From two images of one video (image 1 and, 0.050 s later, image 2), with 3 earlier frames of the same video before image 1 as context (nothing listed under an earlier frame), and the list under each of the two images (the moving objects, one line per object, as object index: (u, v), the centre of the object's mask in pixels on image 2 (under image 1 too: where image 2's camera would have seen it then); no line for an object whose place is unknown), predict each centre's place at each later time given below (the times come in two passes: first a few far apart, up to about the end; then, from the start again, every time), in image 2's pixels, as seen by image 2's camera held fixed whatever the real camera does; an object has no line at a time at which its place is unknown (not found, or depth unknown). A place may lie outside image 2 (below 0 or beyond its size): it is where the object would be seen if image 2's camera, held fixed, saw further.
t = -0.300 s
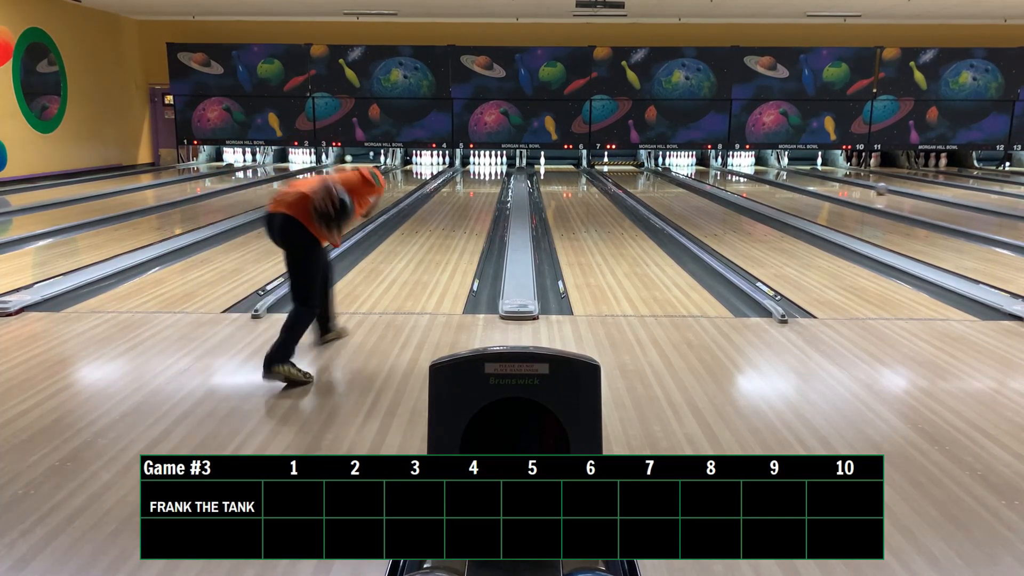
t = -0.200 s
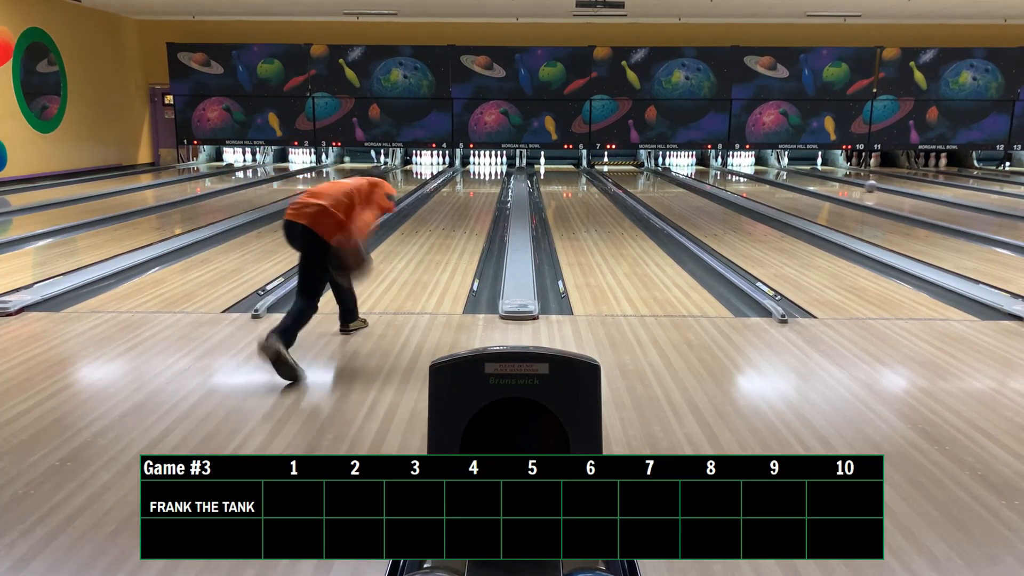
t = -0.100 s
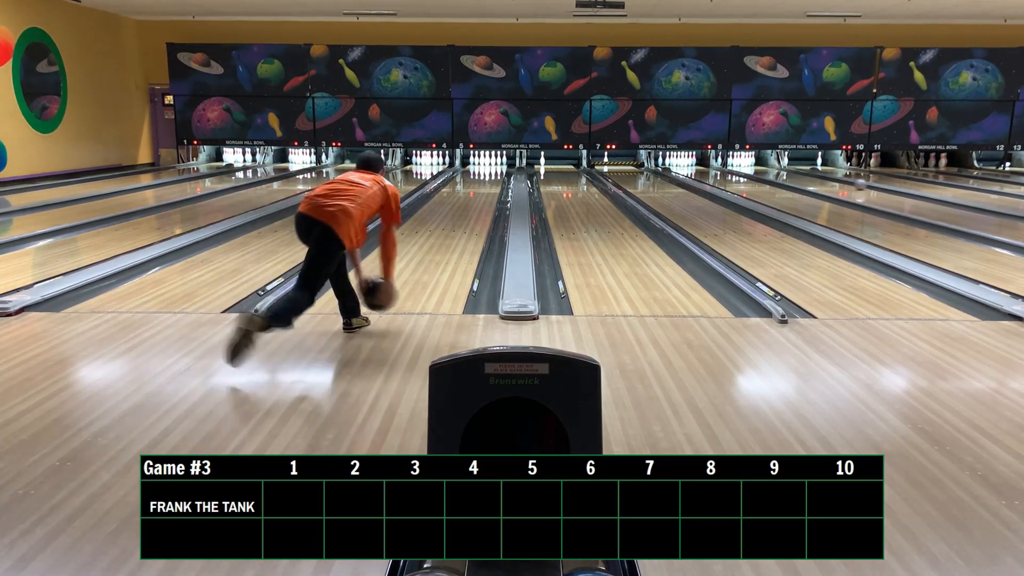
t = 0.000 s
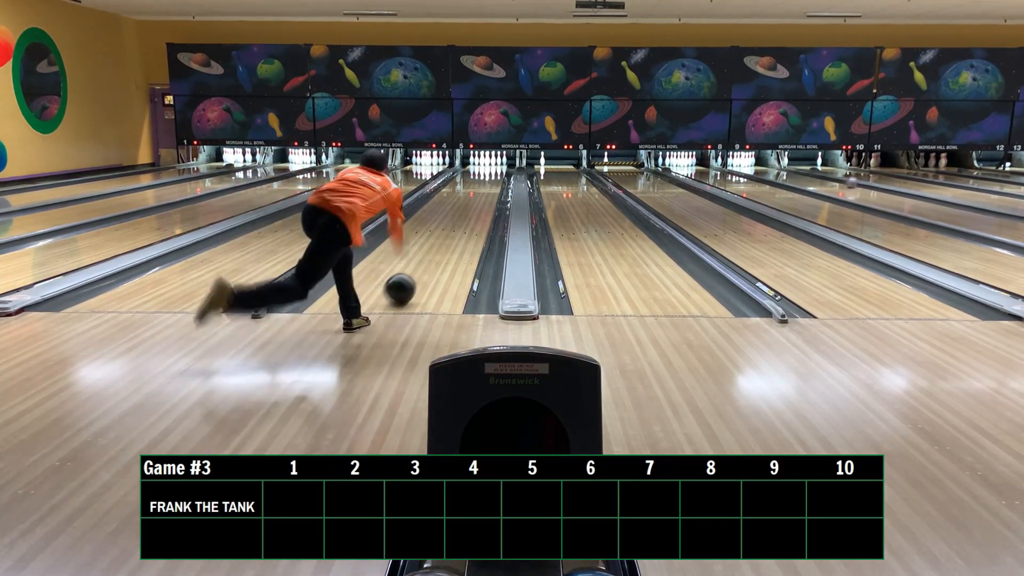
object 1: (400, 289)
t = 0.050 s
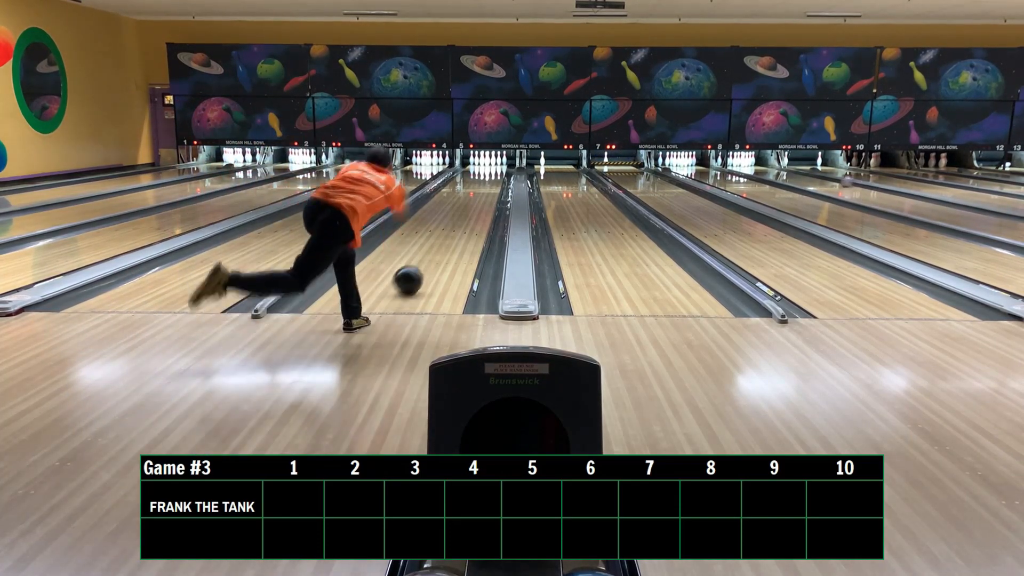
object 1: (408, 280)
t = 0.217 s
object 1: (429, 255)
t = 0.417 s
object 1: (447, 234)
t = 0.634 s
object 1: (460, 217)
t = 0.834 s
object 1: (470, 205)
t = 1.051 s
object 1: (477, 196)
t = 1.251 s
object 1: (482, 188)
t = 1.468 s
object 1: (486, 182)
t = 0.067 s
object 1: (411, 277)
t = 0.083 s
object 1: (413, 274)
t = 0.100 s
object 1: (415, 272)
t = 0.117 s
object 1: (417, 269)
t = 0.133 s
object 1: (420, 267)
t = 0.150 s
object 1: (422, 264)
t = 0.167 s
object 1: (424, 262)
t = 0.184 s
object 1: (426, 260)
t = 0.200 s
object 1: (427, 258)
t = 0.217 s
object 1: (429, 255)
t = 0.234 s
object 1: (431, 253)
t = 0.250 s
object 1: (433, 251)
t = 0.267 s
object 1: (434, 249)
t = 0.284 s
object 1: (436, 247)
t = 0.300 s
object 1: (438, 246)
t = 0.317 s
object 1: (439, 244)
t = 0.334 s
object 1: (441, 242)
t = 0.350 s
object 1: (442, 240)
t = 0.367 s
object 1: (443, 239)
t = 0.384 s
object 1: (445, 237)
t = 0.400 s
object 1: (446, 236)
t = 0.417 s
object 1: (447, 234)
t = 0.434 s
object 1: (448, 233)
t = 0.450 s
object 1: (449, 231)
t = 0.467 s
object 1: (451, 230)
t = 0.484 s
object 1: (452, 228)
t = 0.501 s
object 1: (453, 227)
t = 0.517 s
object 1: (454, 226)
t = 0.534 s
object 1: (455, 224)
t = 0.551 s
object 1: (456, 223)
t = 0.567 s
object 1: (457, 222)
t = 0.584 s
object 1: (458, 221)
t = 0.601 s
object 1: (459, 219)
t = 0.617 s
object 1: (460, 218)
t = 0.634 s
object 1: (460, 217)
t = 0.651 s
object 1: (461, 216)
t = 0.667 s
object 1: (462, 215)
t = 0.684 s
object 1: (463, 214)
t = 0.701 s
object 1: (464, 213)
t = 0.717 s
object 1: (464, 212)
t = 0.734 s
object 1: (465, 211)
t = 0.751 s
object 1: (466, 210)
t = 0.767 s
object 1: (467, 209)
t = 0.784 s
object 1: (467, 208)
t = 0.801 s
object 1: (468, 207)
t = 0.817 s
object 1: (469, 206)
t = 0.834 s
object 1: (470, 205)
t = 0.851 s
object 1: (470, 205)
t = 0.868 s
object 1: (471, 204)
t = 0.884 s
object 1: (471, 203)
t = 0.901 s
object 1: (472, 202)
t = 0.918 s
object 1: (472, 201)
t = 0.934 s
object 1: (473, 201)
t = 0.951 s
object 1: (473, 200)
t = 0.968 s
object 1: (474, 199)
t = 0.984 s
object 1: (475, 198)
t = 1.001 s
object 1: (475, 197)
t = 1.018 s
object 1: (476, 197)
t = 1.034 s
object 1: (476, 196)
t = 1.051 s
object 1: (477, 196)
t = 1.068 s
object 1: (477, 195)
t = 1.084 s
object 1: (477, 194)
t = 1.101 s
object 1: (478, 194)
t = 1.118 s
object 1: (478, 193)
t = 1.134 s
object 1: (479, 192)
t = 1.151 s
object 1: (479, 192)
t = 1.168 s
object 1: (480, 191)
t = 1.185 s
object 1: (480, 191)
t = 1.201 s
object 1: (480, 190)
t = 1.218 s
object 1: (481, 189)
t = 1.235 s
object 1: (481, 189)
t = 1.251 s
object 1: (482, 188)
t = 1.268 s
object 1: (482, 188)
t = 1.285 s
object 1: (482, 187)
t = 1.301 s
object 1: (483, 187)
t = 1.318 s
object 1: (483, 186)
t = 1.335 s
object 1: (483, 186)
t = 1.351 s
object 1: (484, 185)
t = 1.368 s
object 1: (484, 185)
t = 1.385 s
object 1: (484, 184)
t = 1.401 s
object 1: (485, 184)
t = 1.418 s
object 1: (485, 183)
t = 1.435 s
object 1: (485, 183)
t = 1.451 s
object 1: (486, 183)
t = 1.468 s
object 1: (486, 182)
